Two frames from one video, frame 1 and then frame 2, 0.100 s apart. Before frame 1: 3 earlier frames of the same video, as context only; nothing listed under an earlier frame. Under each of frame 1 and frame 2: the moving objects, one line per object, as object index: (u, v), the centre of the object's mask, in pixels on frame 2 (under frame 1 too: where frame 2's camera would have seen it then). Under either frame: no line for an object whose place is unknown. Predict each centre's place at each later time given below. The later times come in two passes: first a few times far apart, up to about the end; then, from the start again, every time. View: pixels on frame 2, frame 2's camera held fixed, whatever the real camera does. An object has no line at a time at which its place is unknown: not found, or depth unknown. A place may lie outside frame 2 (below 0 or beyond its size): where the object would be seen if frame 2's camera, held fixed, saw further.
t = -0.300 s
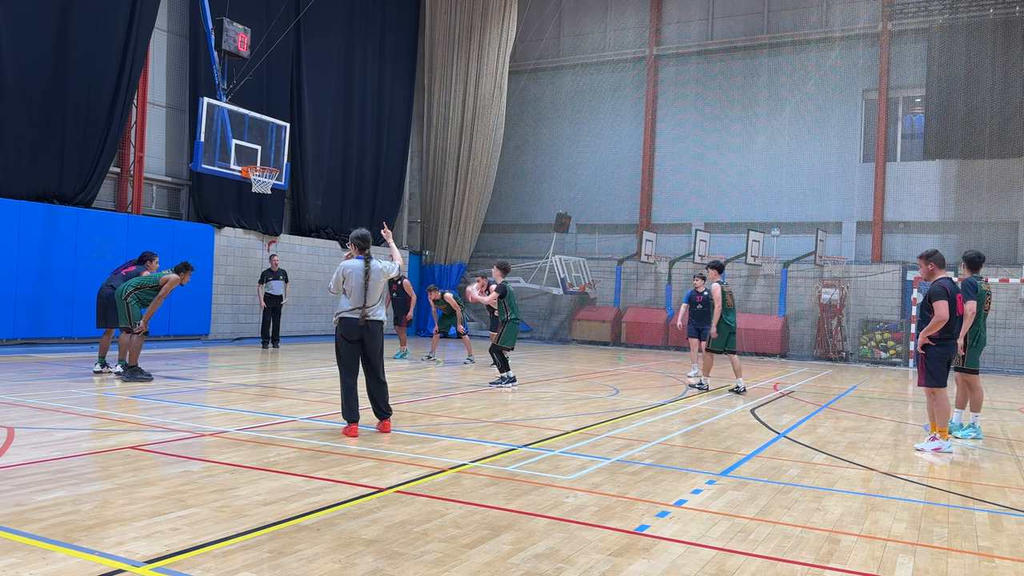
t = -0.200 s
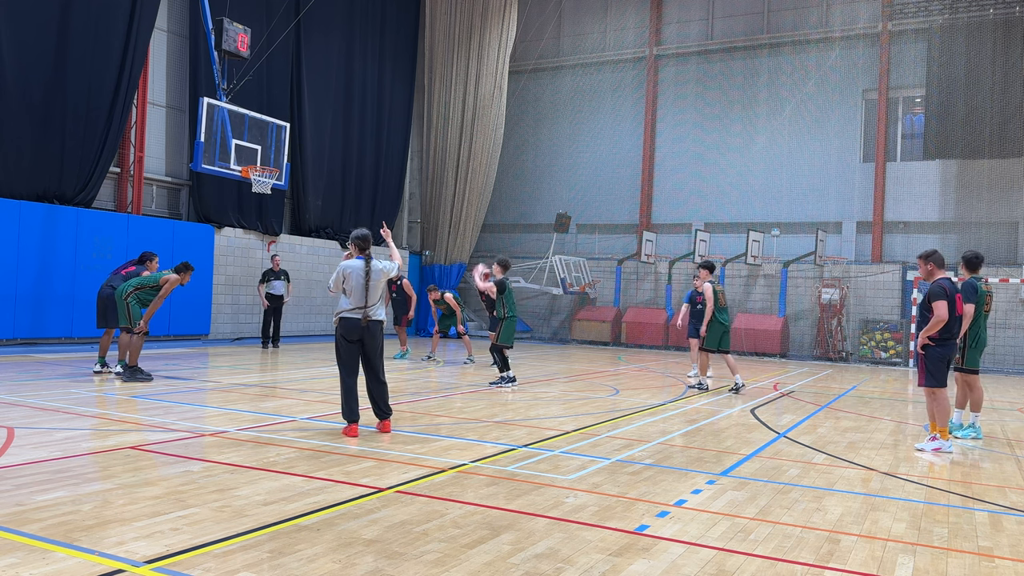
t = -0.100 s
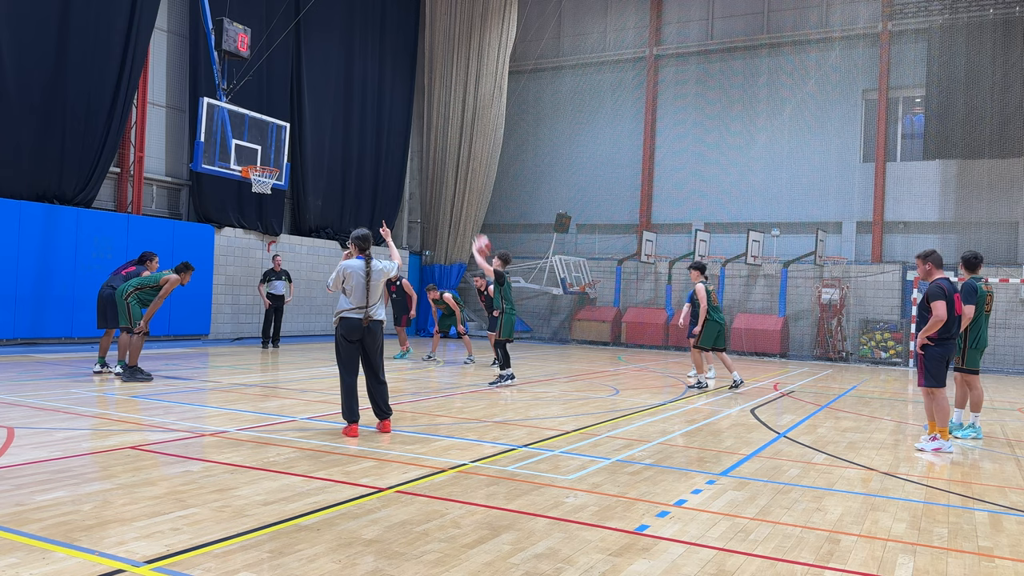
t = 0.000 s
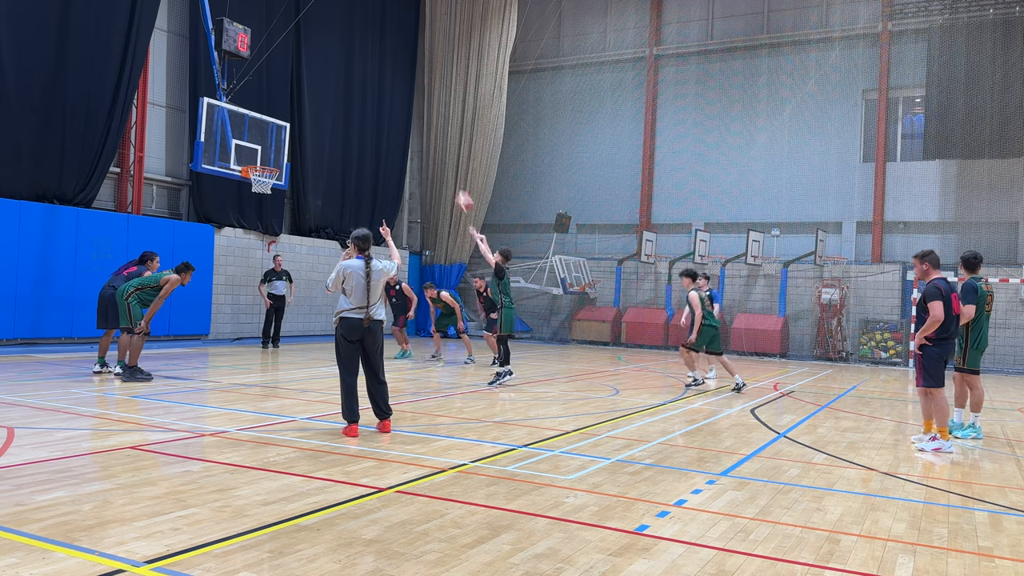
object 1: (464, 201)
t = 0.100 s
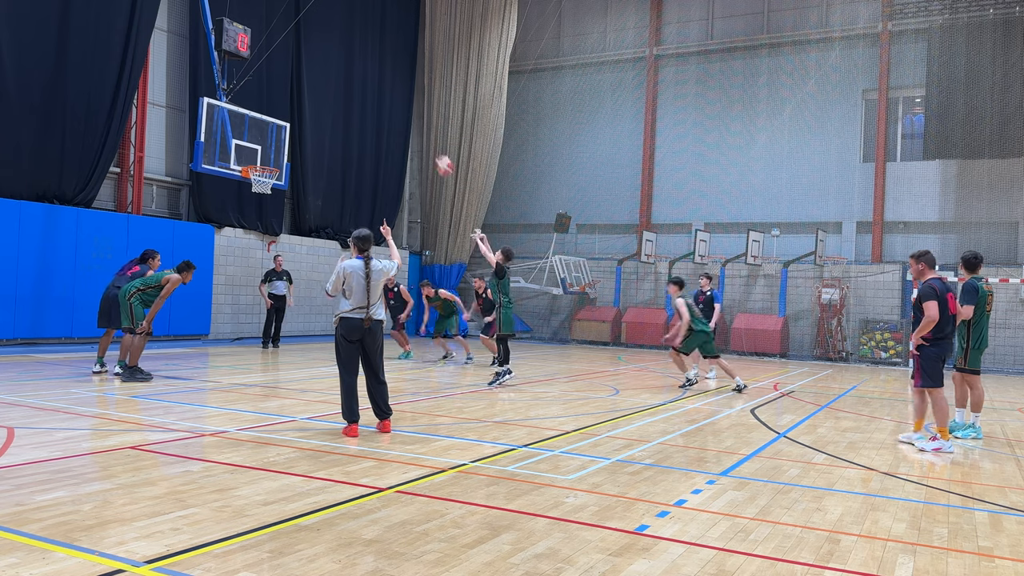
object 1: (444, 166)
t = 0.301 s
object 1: (407, 117)
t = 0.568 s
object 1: (361, 96)
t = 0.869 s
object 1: (311, 129)
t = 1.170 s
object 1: (321, 179)
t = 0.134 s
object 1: (438, 156)
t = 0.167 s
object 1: (432, 146)
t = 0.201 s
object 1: (425, 138)
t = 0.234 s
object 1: (419, 129)
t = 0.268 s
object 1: (413, 123)
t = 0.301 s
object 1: (407, 117)
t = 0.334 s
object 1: (400, 112)
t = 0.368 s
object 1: (395, 107)
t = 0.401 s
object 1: (389, 103)
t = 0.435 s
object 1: (383, 100)
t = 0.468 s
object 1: (378, 98)
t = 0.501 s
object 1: (372, 97)
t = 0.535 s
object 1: (366, 96)
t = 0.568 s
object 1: (361, 96)
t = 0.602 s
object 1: (355, 97)
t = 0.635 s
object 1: (349, 99)
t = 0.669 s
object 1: (344, 101)
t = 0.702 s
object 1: (338, 104)
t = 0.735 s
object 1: (333, 107)
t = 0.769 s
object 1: (327, 112)
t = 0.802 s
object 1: (322, 117)
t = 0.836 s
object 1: (316, 123)
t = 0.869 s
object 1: (311, 129)
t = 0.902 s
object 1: (305, 136)
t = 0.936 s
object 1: (300, 143)
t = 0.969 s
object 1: (295, 151)
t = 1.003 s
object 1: (290, 159)
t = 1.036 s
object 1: (286, 168)
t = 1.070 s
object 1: (295, 170)
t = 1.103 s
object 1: (303, 172)
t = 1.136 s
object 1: (312, 175)
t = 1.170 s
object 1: (321, 179)
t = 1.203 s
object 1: (329, 184)
